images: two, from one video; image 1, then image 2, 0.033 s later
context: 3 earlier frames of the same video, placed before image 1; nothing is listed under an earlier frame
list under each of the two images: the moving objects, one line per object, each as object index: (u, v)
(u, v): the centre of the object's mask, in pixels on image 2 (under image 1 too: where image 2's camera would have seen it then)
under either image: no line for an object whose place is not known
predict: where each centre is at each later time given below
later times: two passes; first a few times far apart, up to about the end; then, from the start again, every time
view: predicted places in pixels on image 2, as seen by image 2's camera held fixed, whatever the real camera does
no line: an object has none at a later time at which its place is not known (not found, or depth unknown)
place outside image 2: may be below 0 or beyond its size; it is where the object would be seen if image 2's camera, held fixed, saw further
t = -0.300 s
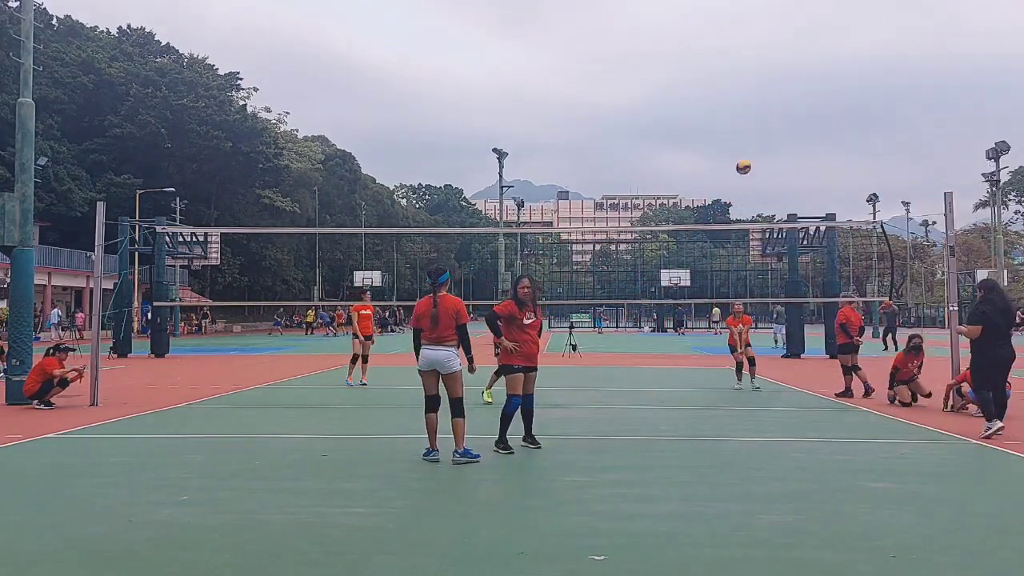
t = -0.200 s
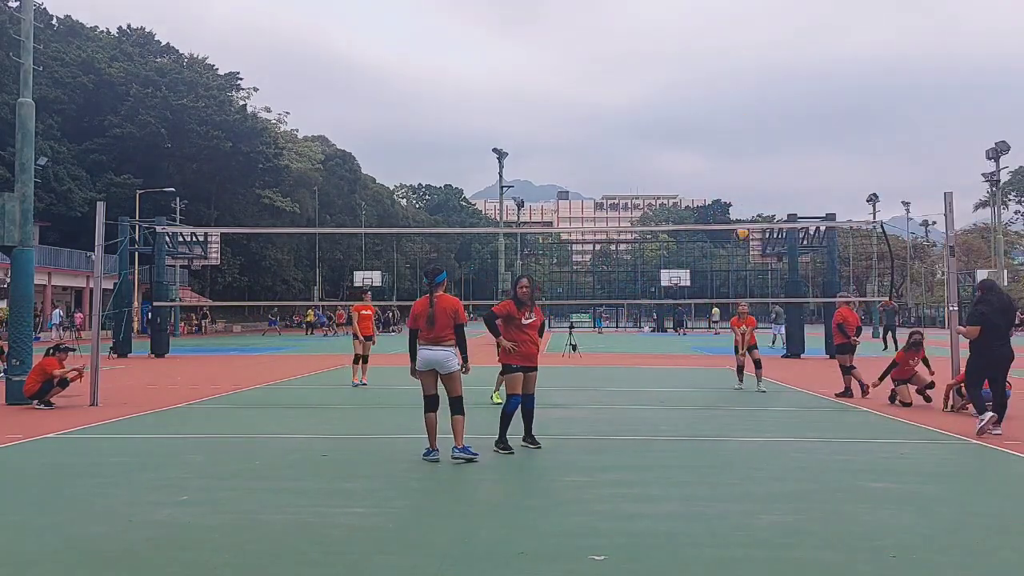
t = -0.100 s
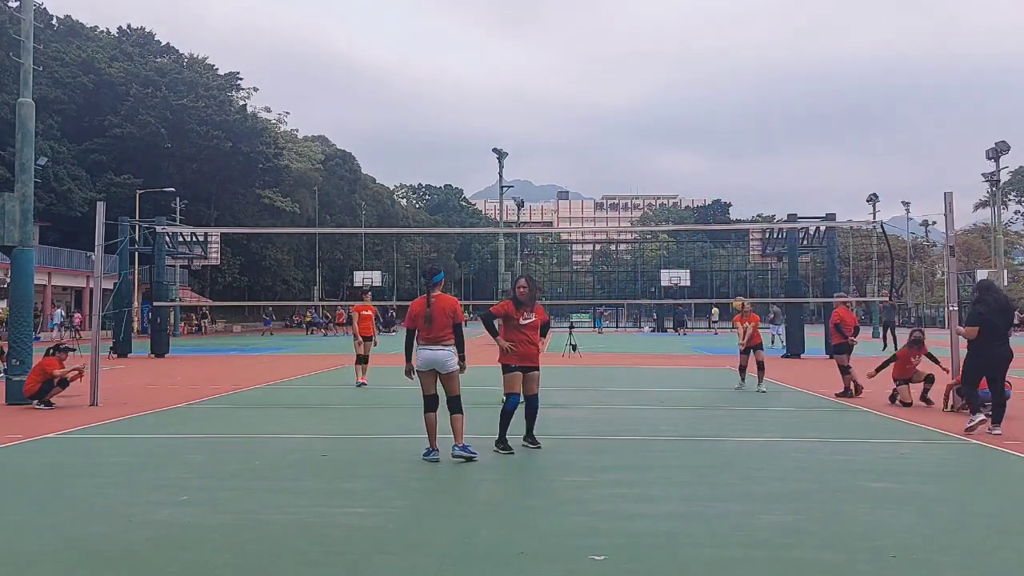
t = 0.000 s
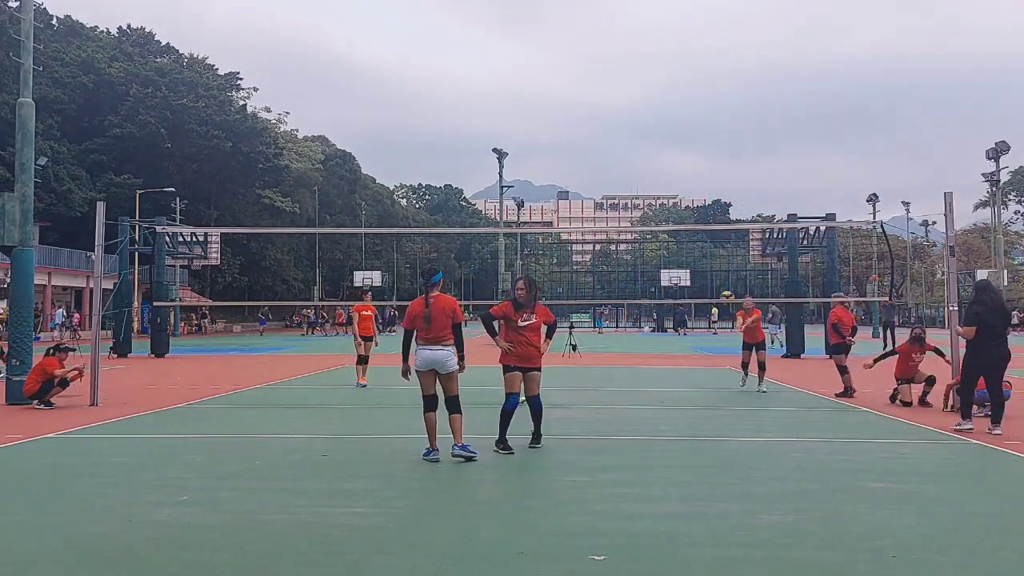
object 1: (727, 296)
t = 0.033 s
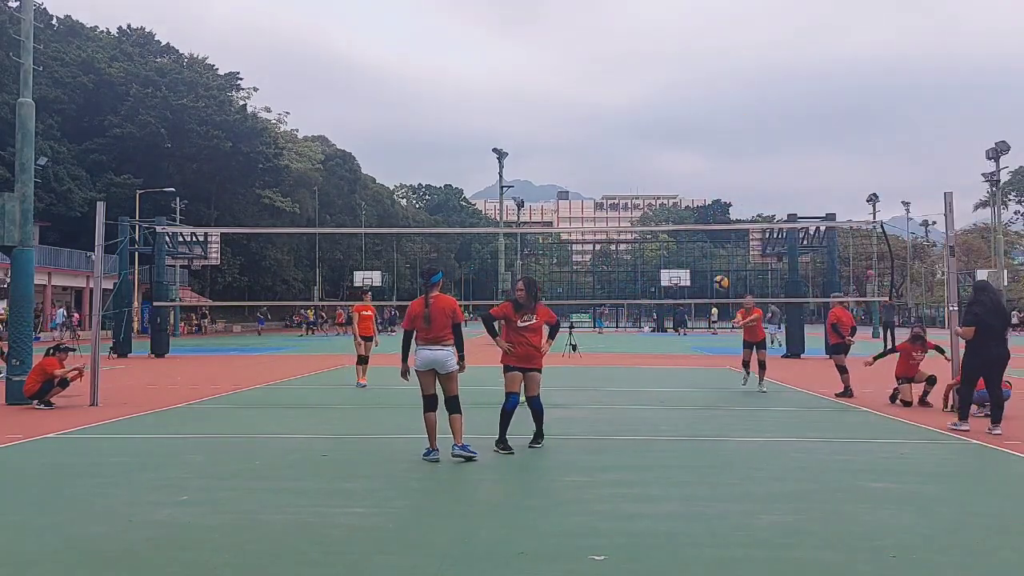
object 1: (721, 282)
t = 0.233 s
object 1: (681, 200)
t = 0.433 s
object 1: (638, 137)
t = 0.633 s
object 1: (590, 96)
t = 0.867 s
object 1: (527, 83)
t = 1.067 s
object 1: (465, 108)
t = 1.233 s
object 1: (406, 159)
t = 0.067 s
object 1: (714, 267)
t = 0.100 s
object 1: (708, 252)
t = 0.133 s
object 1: (701, 238)
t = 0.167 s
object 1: (695, 221)
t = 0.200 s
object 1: (688, 212)
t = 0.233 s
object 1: (681, 200)
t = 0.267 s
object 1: (674, 188)
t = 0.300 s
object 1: (667, 177)
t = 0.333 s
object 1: (660, 166)
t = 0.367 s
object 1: (653, 155)
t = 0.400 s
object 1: (645, 145)
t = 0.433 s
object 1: (638, 137)
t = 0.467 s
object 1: (630, 129)
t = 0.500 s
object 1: (623, 121)
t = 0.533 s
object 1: (615, 114)
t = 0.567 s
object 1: (607, 107)
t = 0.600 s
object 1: (598, 102)
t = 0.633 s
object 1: (590, 96)
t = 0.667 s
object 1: (582, 92)
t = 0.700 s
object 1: (573, 89)
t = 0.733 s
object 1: (564, 86)
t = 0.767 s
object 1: (555, 84)
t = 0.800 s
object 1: (546, 83)
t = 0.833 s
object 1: (537, 83)
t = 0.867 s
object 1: (527, 83)
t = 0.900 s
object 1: (517, 85)
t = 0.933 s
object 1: (507, 87)
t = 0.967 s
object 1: (497, 91)
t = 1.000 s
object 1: (486, 96)
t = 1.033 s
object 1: (476, 101)
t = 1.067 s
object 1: (465, 108)
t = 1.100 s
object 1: (454, 116)
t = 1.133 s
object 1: (442, 124)
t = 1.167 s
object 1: (431, 134)
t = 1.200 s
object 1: (419, 146)
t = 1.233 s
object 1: (406, 159)
